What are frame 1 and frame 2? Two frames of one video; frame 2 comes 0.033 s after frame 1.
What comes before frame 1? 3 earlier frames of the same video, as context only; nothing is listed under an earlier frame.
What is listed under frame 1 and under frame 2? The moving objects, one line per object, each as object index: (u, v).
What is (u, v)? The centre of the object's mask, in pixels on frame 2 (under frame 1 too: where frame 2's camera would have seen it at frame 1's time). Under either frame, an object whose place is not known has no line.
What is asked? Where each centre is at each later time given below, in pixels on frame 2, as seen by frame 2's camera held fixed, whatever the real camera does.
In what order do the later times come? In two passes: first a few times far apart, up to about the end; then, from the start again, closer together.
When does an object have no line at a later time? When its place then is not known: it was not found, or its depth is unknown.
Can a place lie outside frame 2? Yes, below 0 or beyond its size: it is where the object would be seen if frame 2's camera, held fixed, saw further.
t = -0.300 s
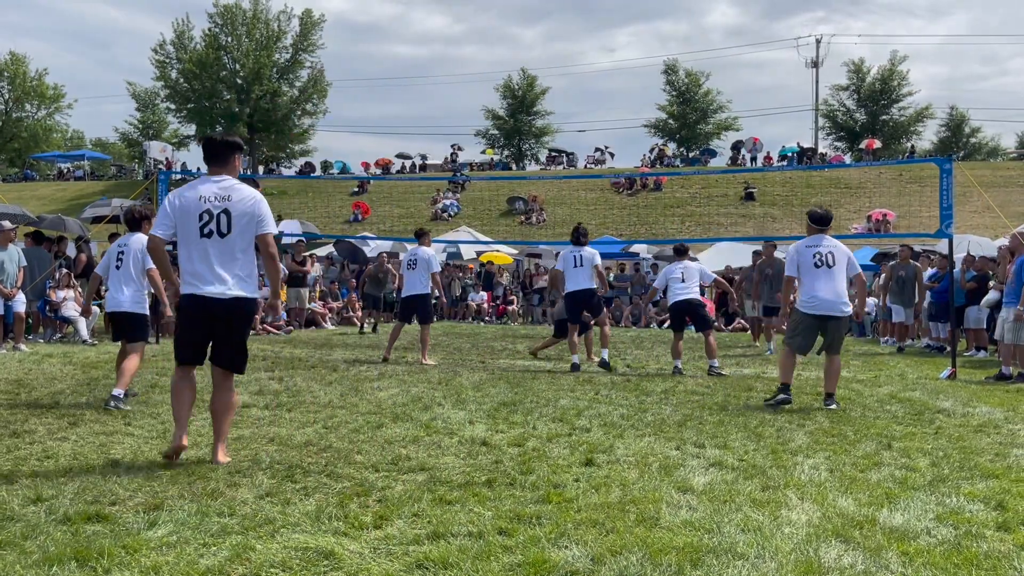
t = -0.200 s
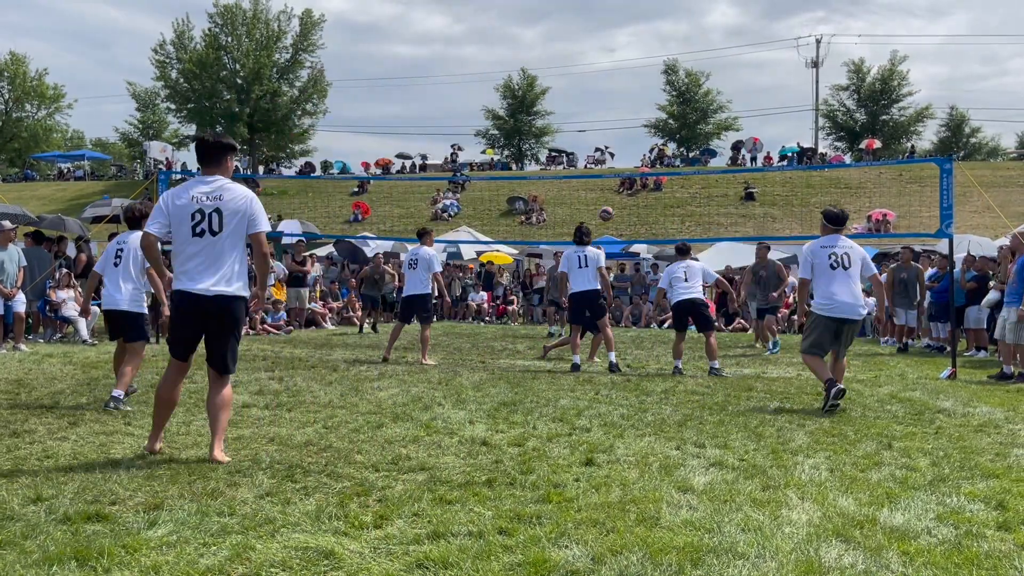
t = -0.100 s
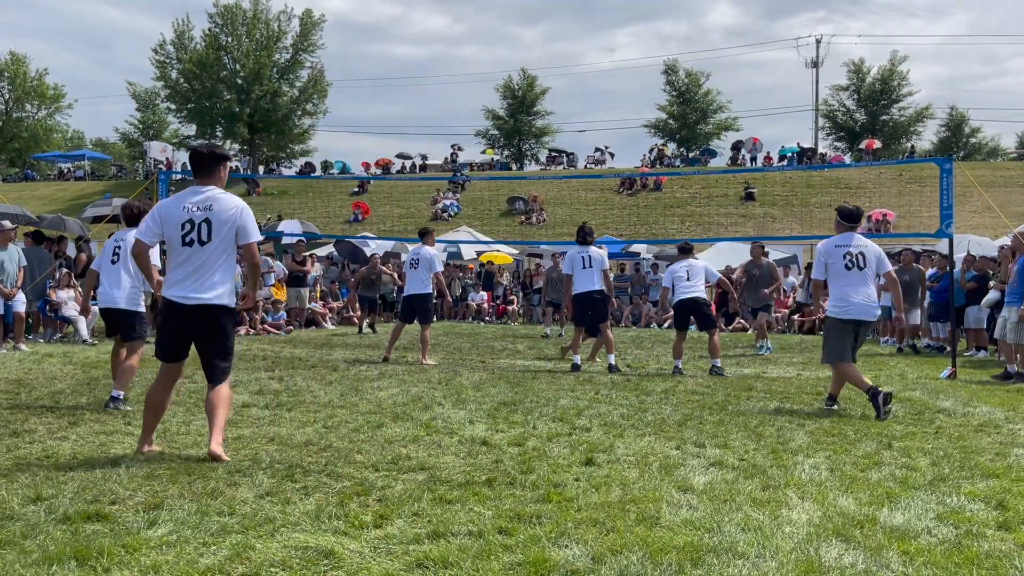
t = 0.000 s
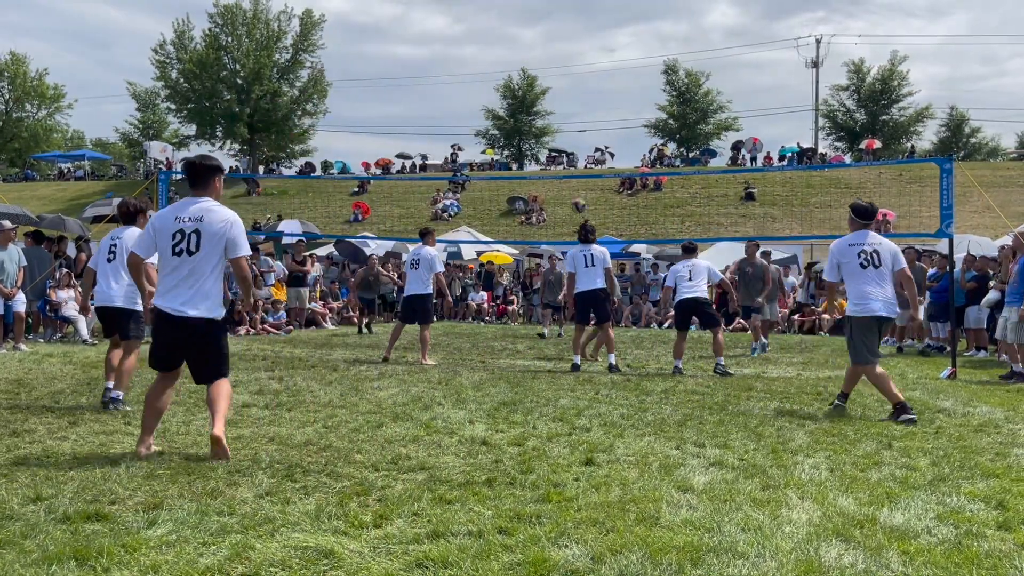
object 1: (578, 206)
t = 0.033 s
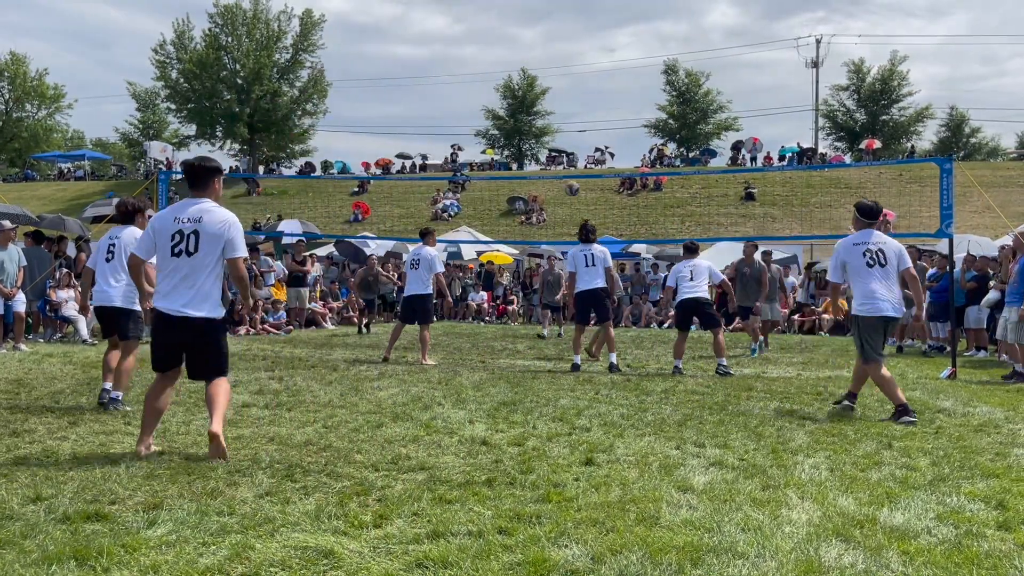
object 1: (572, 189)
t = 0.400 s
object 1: (504, 58)
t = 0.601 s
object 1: (468, 29)
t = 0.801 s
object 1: (432, 30)
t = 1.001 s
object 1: (397, 59)
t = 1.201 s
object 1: (363, 117)
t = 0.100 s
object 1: (559, 158)
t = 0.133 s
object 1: (553, 143)
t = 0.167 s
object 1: (548, 130)
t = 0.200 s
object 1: (540, 117)
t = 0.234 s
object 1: (535, 105)
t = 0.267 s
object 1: (529, 93)
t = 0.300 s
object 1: (522, 84)
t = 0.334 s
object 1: (517, 74)
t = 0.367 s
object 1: (510, 66)
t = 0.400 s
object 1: (504, 58)
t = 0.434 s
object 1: (497, 51)
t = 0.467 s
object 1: (491, 45)
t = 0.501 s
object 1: (485, 40)
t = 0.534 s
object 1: (480, 36)
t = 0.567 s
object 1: (473, 32)
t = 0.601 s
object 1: (468, 29)
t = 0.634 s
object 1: (462, 27)
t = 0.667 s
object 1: (456, 26)
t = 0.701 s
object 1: (450, 26)
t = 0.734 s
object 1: (444, 27)
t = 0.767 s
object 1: (438, 28)
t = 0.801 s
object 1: (432, 30)
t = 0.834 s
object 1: (426, 33)
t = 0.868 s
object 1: (420, 36)
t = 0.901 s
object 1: (415, 41)
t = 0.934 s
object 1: (409, 46)
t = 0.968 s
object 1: (403, 52)
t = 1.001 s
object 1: (397, 59)
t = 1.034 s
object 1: (391, 67)
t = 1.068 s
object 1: (385, 76)
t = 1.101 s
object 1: (380, 85)
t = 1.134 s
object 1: (374, 95)
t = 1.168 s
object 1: (368, 106)
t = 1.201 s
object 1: (363, 117)
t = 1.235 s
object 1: (357, 130)
